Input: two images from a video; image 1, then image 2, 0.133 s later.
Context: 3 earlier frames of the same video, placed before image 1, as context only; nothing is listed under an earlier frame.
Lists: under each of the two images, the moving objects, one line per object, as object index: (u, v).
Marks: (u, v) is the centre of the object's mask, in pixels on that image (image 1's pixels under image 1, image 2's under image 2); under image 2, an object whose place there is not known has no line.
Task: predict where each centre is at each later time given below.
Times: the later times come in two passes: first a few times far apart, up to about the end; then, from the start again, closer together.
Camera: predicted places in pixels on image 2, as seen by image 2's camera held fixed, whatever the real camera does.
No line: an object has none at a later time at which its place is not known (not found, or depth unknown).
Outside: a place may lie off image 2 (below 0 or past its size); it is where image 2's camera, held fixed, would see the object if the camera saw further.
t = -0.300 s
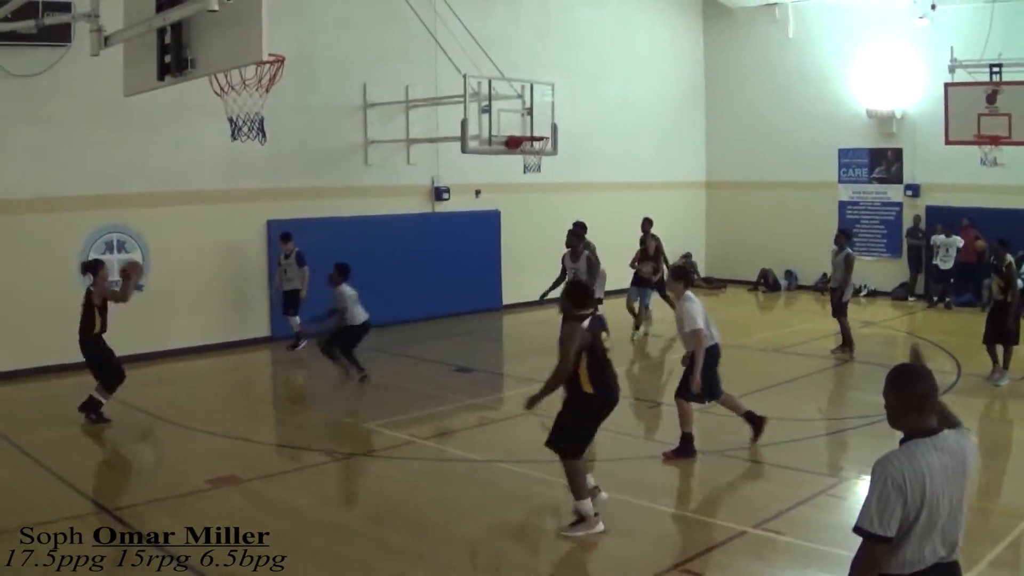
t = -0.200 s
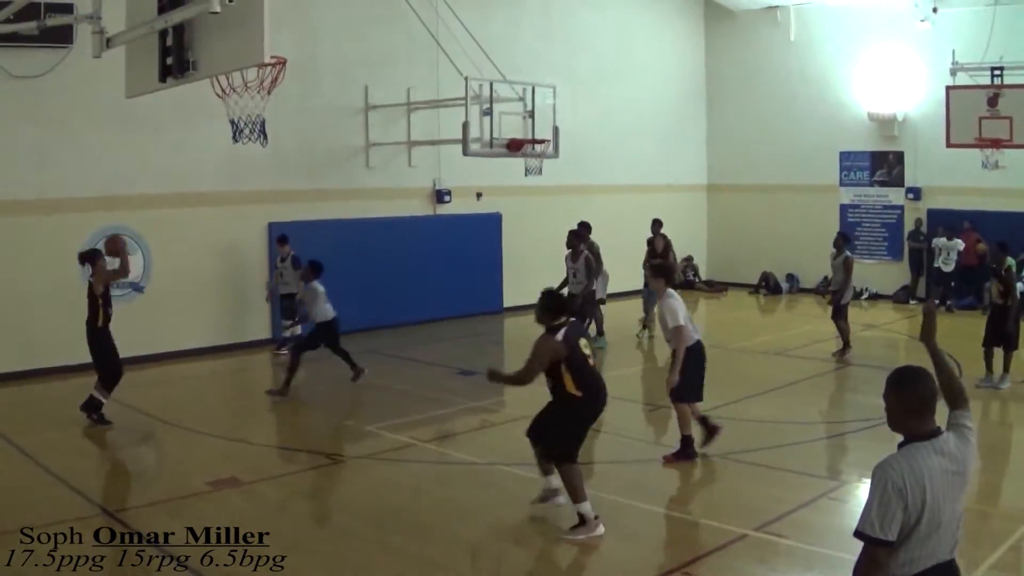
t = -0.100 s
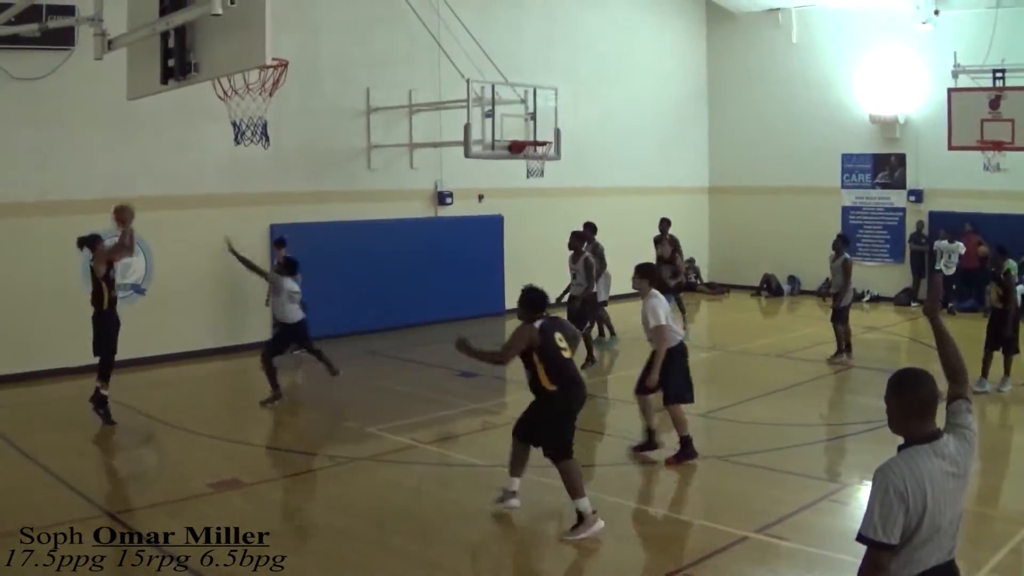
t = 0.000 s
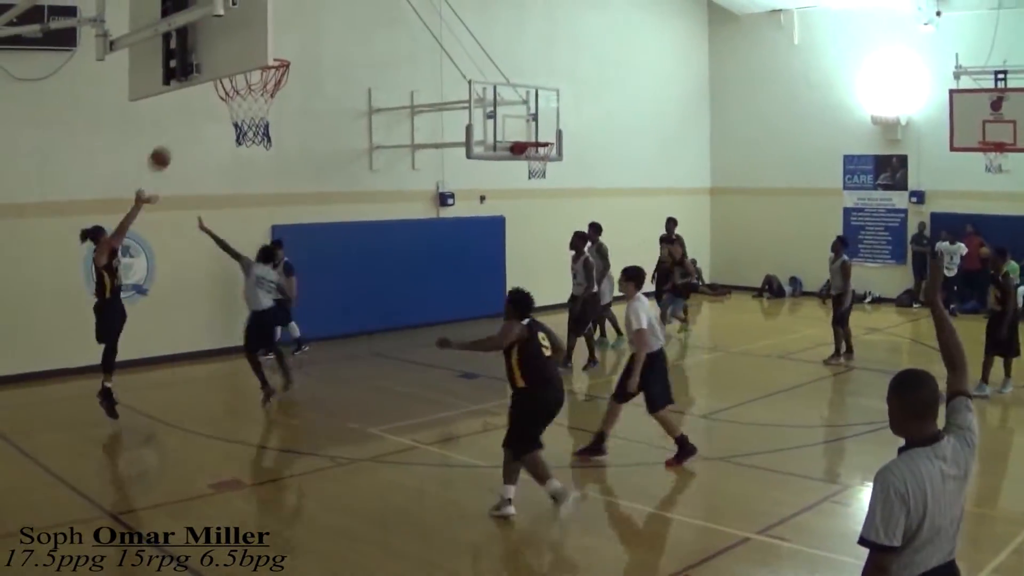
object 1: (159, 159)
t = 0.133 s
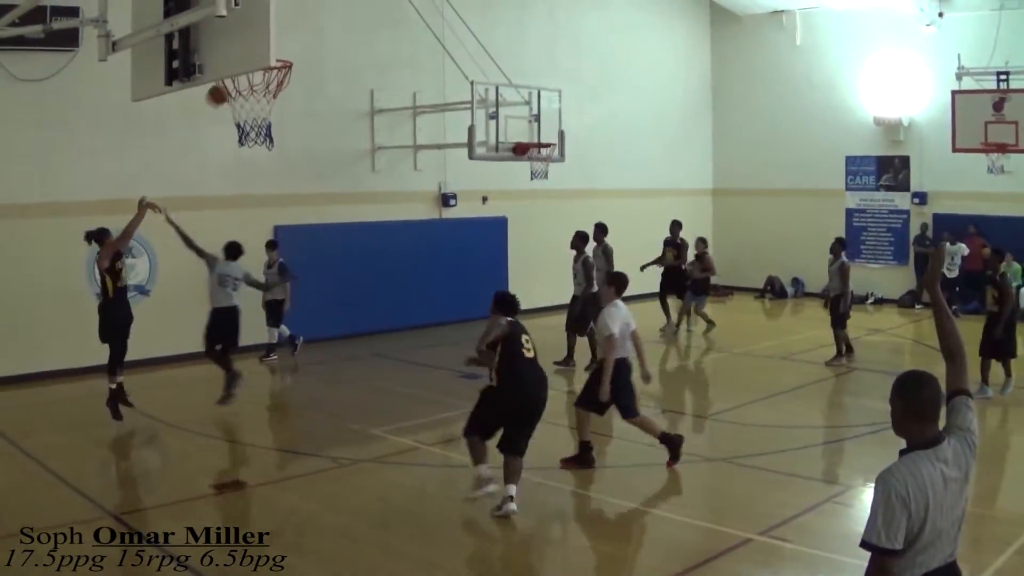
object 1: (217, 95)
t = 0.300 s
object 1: (283, 43)
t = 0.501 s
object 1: (353, 15)
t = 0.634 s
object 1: (396, 15)
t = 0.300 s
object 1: (283, 43)
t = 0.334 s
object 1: (294, 36)
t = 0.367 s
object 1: (306, 30)
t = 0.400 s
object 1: (318, 24)
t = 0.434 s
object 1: (330, 20)
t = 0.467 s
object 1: (342, 17)
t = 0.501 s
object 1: (353, 15)
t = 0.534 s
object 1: (364, 14)
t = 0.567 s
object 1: (374, 13)
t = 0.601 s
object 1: (385, 14)
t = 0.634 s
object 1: (396, 15)
